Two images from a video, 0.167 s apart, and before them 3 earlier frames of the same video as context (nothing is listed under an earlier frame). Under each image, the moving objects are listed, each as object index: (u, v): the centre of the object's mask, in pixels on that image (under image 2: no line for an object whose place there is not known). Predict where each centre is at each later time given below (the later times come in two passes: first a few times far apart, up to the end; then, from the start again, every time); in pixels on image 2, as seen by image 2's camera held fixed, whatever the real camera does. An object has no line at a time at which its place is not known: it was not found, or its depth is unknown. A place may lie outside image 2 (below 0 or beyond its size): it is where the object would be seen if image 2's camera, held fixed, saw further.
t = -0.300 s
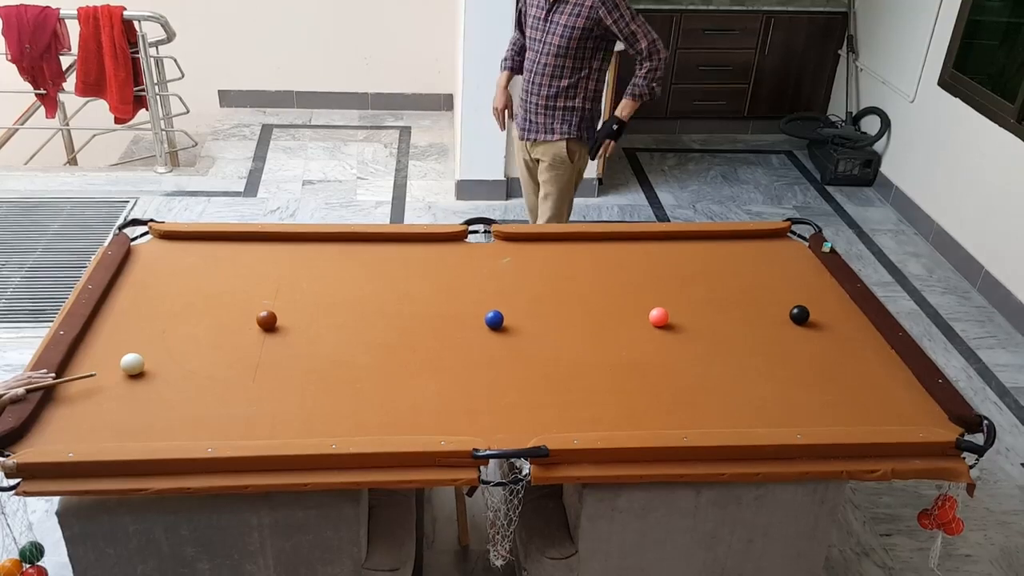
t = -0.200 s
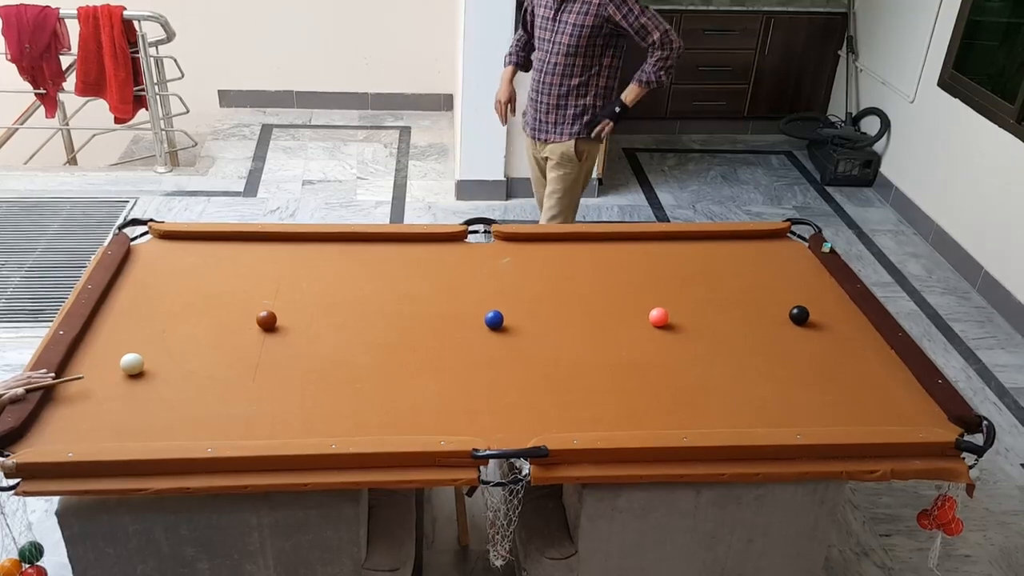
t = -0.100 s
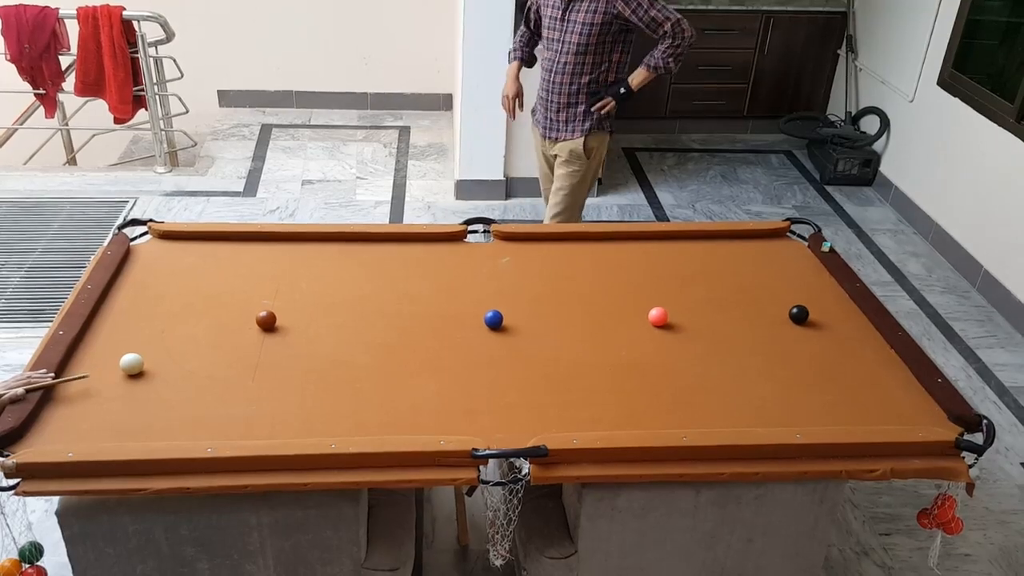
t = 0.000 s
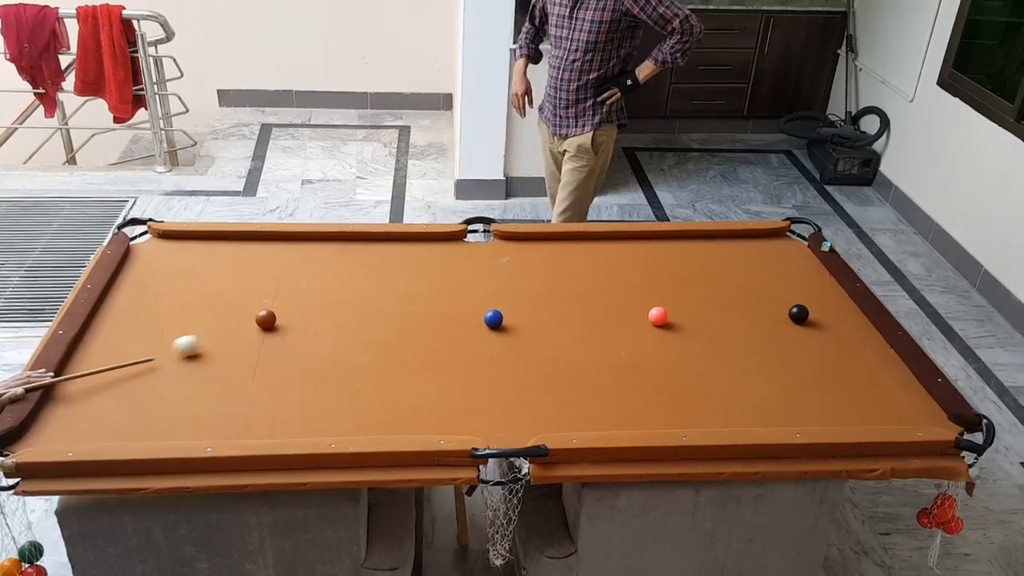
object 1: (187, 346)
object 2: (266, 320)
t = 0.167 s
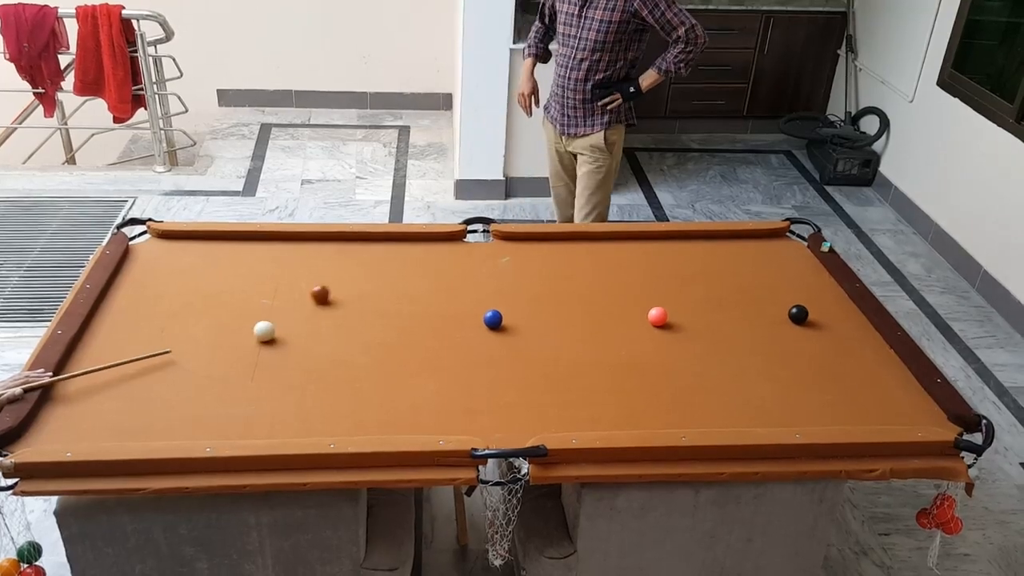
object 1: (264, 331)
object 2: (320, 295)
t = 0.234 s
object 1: (275, 333)
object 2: (350, 281)
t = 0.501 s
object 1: (314, 340)
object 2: (436, 240)
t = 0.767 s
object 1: (349, 346)
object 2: (499, 256)
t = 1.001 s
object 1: (375, 351)
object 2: (554, 270)
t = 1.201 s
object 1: (394, 355)
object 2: (600, 281)
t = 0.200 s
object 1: (269, 332)
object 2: (336, 288)
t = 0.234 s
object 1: (275, 333)
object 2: (350, 281)
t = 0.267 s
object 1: (280, 334)
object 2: (362, 276)
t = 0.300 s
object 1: (285, 335)
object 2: (374, 270)
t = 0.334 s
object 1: (290, 336)
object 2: (385, 265)
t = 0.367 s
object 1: (295, 337)
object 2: (396, 260)
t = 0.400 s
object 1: (300, 338)
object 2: (406, 255)
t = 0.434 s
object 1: (305, 339)
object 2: (417, 249)
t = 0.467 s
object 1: (310, 339)
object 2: (427, 244)
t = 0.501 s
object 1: (314, 340)
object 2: (436, 240)
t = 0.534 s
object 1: (319, 341)
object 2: (445, 240)
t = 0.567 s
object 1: (323, 342)
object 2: (452, 243)
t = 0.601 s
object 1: (328, 343)
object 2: (459, 245)
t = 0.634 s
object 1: (332, 344)
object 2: (468, 247)
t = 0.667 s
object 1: (336, 344)
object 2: (476, 249)
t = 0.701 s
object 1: (341, 345)
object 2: (484, 252)
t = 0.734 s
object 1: (345, 346)
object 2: (491, 254)
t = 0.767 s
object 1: (349, 346)
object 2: (499, 256)
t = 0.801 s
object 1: (353, 347)
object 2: (508, 258)
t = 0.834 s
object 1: (357, 348)
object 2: (516, 260)
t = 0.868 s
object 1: (360, 349)
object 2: (523, 262)
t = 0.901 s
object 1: (364, 349)
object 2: (531, 264)
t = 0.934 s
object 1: (367, 350)
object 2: (539, 266)
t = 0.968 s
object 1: (371, 350)
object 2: (546, 268)
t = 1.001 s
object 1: (375, 351)
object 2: (554, 270)
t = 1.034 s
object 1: (378, 352)
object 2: (562, 272)
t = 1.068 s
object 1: (381, 353)
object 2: (569, 274)
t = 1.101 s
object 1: (384, 353)
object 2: (577, 275)
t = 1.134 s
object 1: (387, 354)
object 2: (585, 277)
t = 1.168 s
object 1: (391, 354)
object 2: (592, 279)
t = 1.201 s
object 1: (394, 355)
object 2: (600, 281)
